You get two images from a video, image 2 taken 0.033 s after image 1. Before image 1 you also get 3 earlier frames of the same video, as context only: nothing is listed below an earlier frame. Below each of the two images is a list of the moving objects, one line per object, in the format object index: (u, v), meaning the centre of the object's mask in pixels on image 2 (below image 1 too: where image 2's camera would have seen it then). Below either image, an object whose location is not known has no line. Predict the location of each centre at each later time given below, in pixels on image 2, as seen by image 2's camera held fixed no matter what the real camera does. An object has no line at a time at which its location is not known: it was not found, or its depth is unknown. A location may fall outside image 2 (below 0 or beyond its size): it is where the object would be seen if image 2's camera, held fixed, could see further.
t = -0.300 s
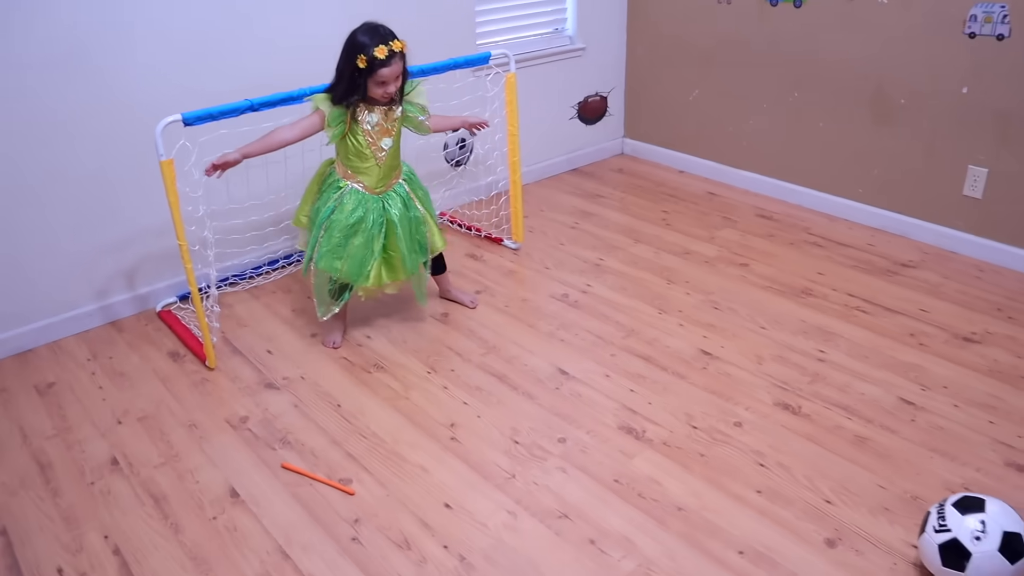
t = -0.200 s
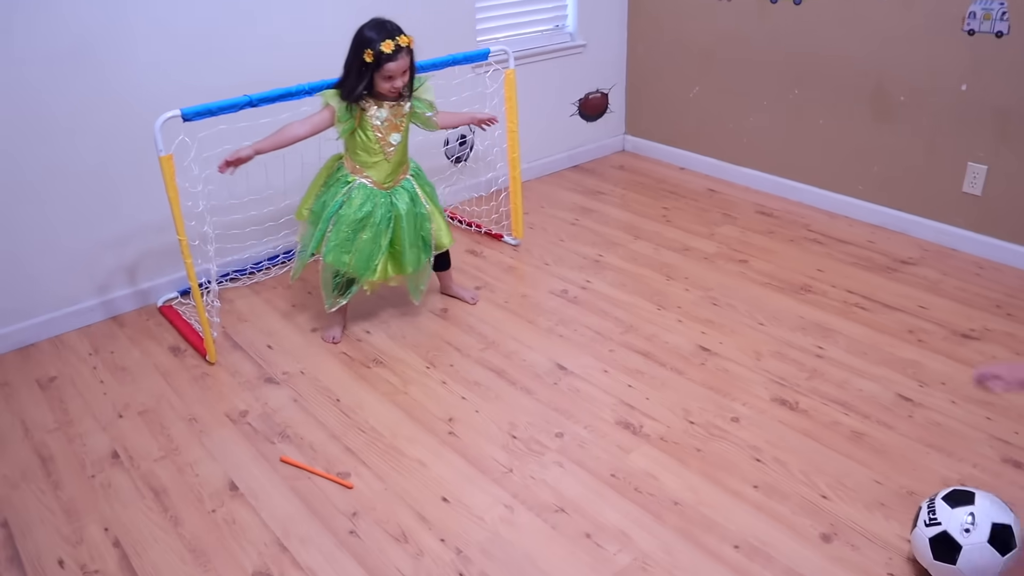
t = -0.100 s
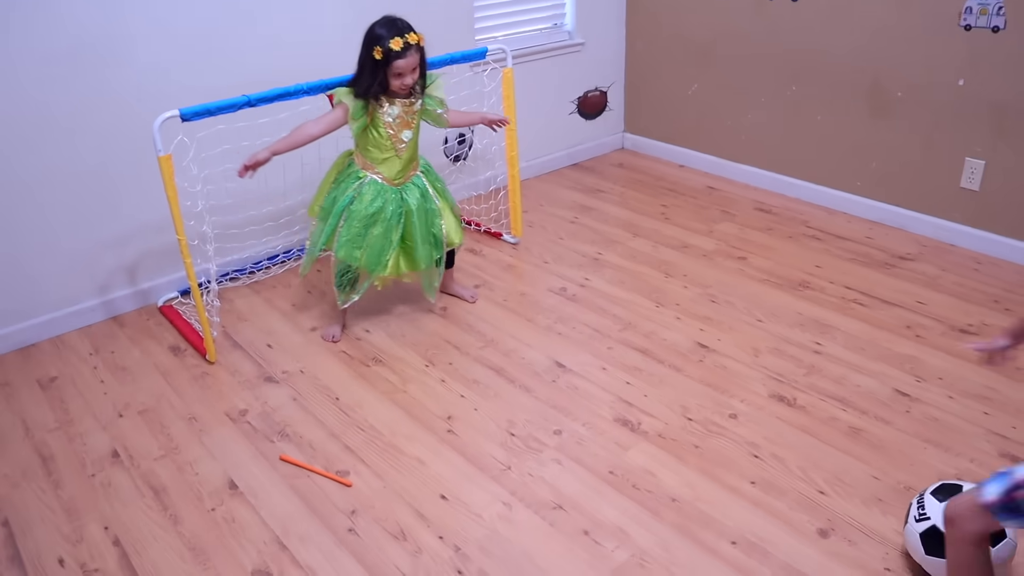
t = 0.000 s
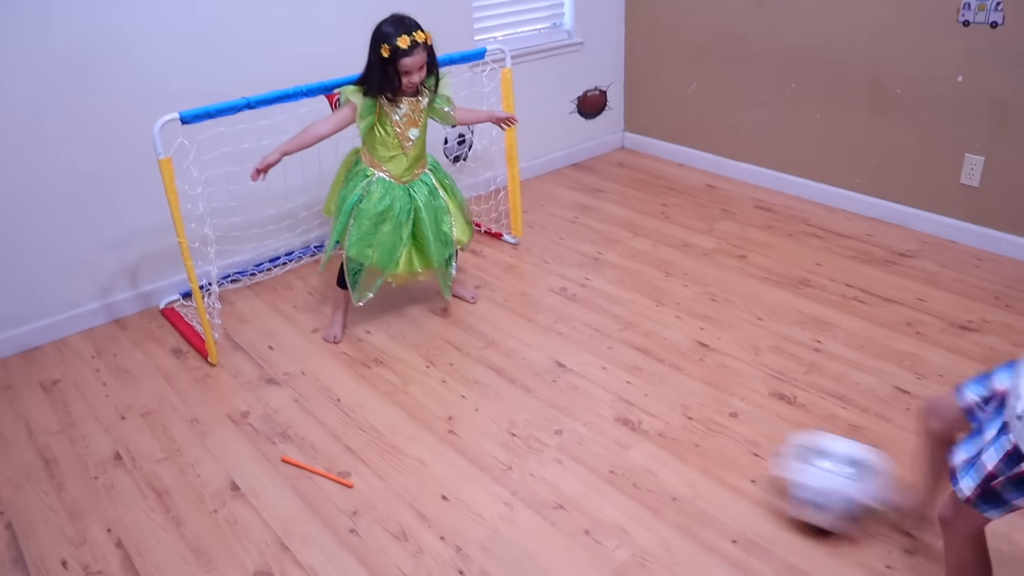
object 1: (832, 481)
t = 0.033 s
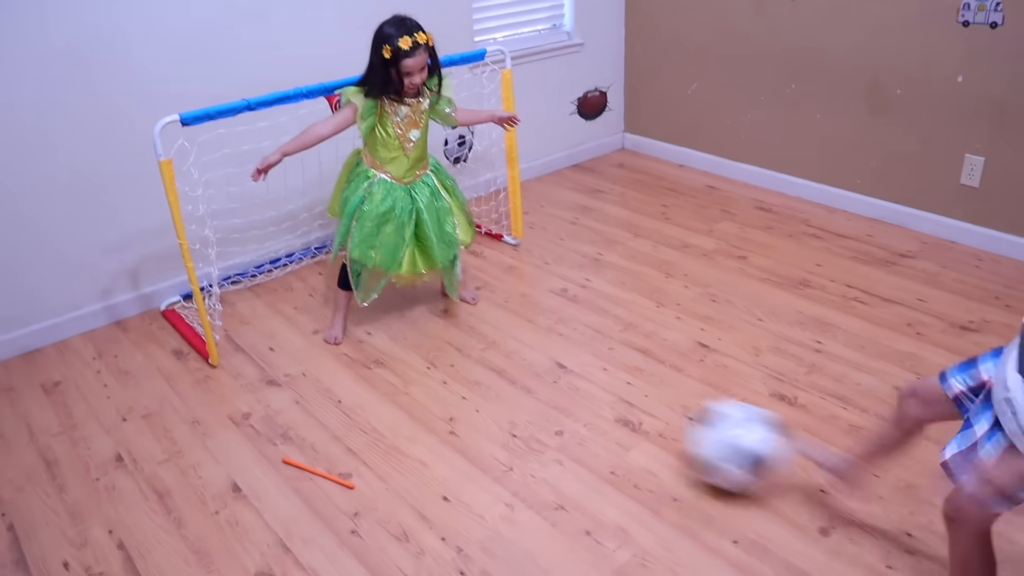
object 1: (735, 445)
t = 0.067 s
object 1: (656, 416)
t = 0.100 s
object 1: (587, 391)
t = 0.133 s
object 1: (525, 365)
